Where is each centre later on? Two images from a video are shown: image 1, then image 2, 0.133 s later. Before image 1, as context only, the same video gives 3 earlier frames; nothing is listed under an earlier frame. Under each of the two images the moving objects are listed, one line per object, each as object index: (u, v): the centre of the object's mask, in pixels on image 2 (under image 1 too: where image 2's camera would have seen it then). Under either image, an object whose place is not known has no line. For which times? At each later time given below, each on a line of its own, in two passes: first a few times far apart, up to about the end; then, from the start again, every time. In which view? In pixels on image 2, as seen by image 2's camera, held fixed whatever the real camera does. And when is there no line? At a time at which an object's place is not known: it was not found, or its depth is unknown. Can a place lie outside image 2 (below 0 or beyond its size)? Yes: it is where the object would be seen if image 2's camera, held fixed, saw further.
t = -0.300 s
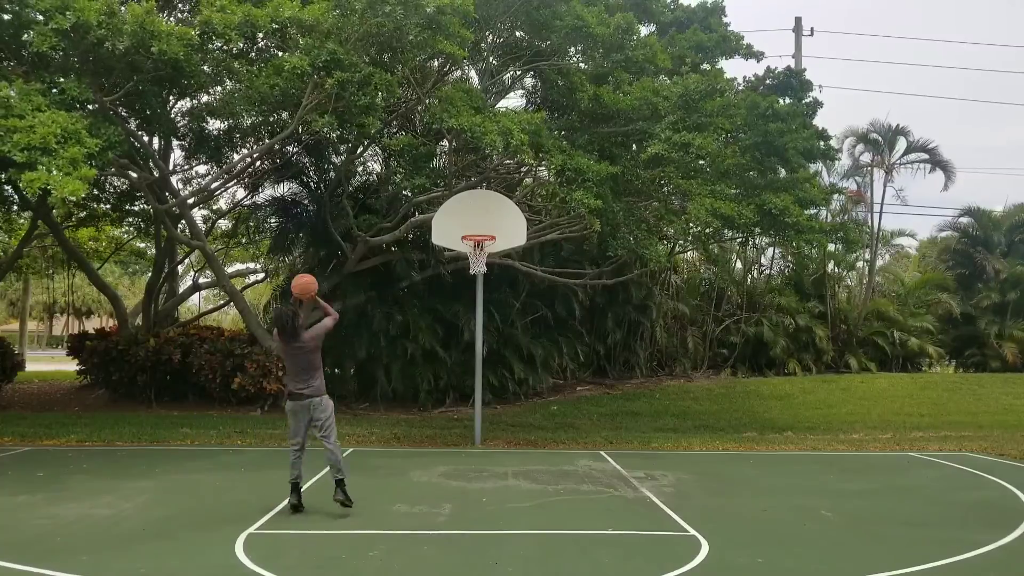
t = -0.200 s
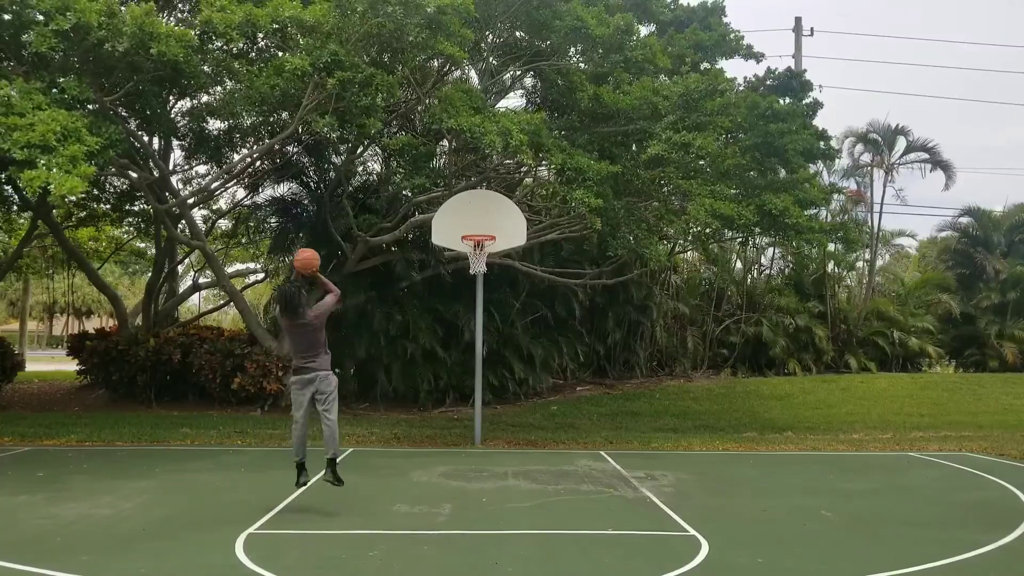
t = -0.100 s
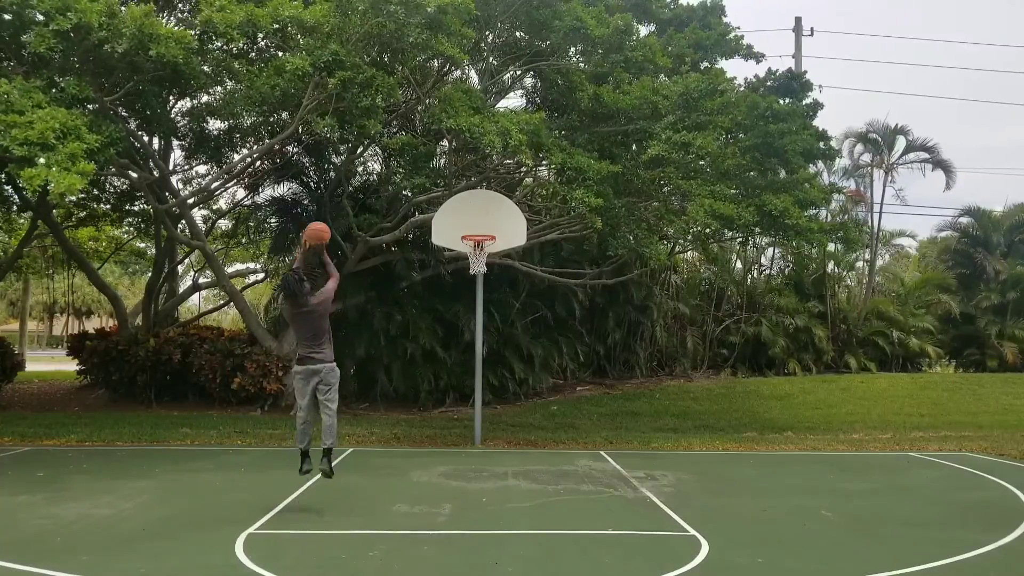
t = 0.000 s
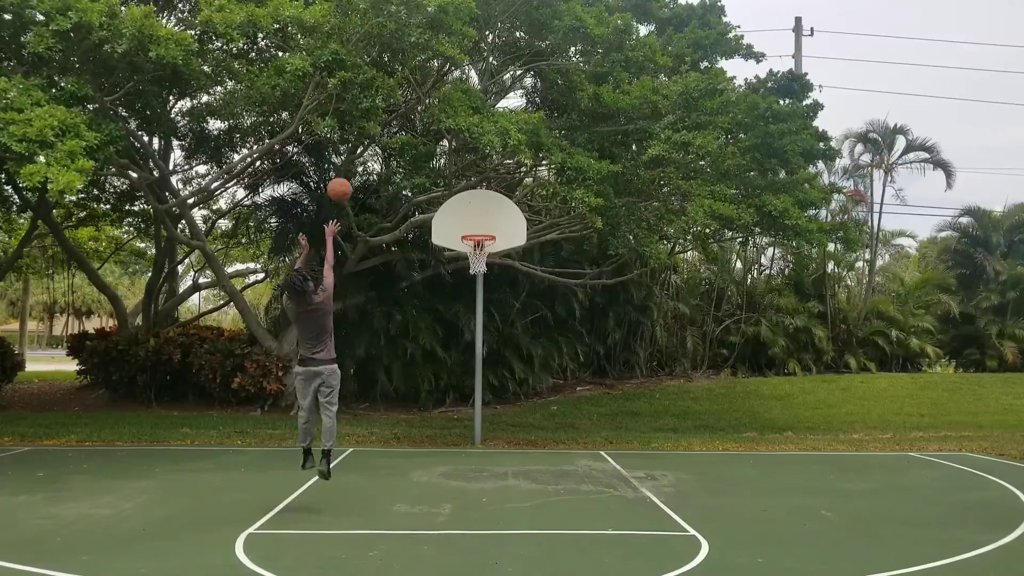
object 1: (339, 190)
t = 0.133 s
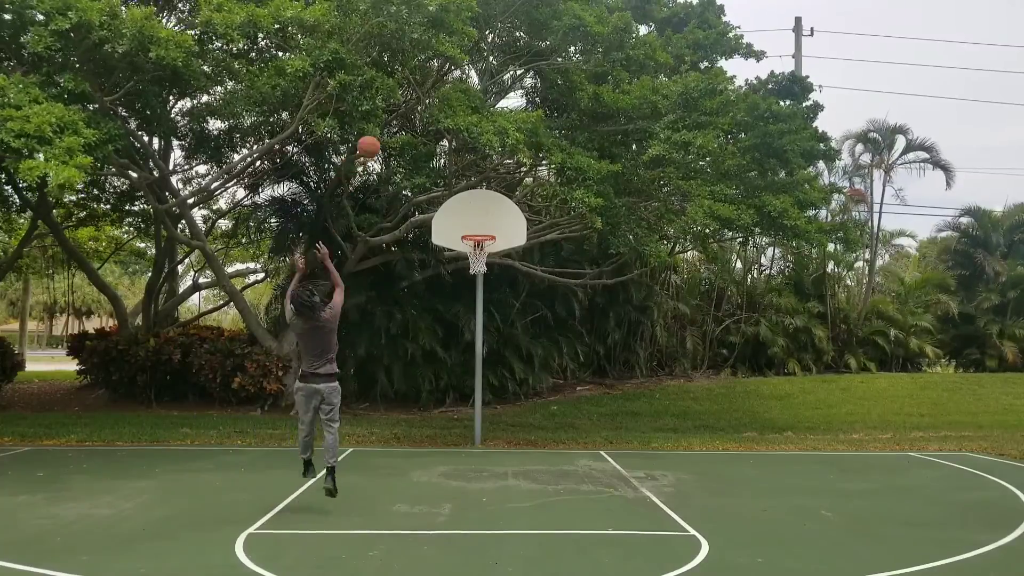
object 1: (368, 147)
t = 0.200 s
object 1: (381, 134)
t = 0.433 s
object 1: (422, 120)
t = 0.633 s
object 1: (451, 144)
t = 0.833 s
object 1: (475, 194)
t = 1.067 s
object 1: (473, 234)
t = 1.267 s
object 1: (490, 251)
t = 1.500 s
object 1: (486, 272)
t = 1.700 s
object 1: (473, 311)
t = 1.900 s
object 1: (462, 379)
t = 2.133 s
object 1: (451, 417)
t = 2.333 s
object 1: (442, 365)
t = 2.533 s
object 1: (433, 339)
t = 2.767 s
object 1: (423, 342)
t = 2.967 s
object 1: (413, 374)
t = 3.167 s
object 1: (405, 434)
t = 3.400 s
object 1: (399, 397)
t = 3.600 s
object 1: (394, 376)
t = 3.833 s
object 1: (389, 385)
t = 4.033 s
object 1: (384, 421)
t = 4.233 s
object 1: (381, 417)
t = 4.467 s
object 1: (378, 398)
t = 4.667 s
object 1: (376, 407)
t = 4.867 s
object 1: (373, 436)
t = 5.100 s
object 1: (372, 411)
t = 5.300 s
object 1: (371, 416)
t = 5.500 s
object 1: (369, 432)
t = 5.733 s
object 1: (370, 419)
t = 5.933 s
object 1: (370, 435)
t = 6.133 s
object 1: (370, 434)
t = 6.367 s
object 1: (370, 434)
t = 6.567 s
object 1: (371, 435)
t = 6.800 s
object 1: (371, 435)
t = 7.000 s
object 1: (371, 435)
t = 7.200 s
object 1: (371, 436)
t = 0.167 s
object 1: (375, 139)
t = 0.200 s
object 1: (381, 134)
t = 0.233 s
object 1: (388, 129)
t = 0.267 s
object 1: (394, 125)
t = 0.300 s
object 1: (400, 122)
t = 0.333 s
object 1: (405, 120)
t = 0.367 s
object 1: (411, 120)
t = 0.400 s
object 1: (416, 120)
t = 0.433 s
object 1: (422, 120)
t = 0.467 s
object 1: (426, 121)
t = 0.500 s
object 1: (432, 125)
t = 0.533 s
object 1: (436, 128)
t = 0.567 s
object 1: (442, 134)
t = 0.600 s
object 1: (446, 139)
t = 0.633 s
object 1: (451, 144)
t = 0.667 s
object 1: (455, 151)
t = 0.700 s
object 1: (459, 158)
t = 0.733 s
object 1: (463, 166)
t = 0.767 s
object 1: (467, 174)
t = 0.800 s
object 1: (471, 184)
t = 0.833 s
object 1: (475, 194)
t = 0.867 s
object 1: (478, 204)
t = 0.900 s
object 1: (482, 215)
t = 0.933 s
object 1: (486, 227)
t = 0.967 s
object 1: (486, 233)
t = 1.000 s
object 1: (476, 233)
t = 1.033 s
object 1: (472, 234)
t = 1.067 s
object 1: (473, 234)
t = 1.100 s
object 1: (478, 241)
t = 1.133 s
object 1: (480, 246)
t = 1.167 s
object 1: (485, 248)
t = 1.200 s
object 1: (490, 248)
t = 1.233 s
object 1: (492, 249)
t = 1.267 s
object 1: (490, 251)
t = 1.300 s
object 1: (491, 252)
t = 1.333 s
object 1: (494, 255)
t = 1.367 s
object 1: (495, 264)
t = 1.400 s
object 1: (493, 265)
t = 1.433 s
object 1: (491, 267)
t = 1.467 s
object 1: (489, 269)
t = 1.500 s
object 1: (486, 272)
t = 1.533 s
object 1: (484, 276)
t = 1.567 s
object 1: (481, 281)
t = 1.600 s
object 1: (479, 288)
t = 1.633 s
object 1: (477, 295)
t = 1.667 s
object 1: (475, 303)
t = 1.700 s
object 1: (473, 311)
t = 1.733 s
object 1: (471, 320)
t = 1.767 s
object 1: (469, 331)
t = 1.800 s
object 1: (468, 341)
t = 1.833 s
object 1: (466, 353)
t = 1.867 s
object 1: (464, 365)
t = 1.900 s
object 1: (462, 379)
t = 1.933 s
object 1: (460, 393)
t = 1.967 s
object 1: (459, 407)
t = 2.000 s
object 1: (457, 422)
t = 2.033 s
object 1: (455, 438)
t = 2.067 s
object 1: (454, 441)
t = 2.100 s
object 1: (452, 429)
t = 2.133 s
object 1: (451, 417)
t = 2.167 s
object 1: (449, 407)
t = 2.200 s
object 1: (447, 397)
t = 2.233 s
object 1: (446, 388)
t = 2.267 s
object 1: (444, 379)
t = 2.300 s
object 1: (443, 372)
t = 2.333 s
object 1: (442, 365)
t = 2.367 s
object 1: (440, 359)
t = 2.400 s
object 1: (439, 353)
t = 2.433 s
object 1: (438, 348)
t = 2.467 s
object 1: (436, 344)
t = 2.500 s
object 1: (434, 342)
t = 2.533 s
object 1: (433, 339)
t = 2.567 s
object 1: (432, 338)
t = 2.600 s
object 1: (430, 336)
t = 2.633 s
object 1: (429, 336)
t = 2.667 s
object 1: (427, 336)
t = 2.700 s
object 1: (426, 337)
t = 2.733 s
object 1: (424, 340)
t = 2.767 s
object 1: (423, 342)
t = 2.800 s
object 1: (421, 345)
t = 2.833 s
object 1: (420, 350)
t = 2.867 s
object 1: (418, 355)
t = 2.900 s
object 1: (417, 360)
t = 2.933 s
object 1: (415, 367)
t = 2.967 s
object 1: (413, 374)
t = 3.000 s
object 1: (412, 382)
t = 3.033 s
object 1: (410, 391)
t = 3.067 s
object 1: (409, 400)
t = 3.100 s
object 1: (407, 410)
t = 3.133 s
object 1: (406, 422)
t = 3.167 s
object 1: (405, 434)
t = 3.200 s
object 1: (403, 445)
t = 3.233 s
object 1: (402, 435)
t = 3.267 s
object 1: (402, 426)
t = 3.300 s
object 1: (401, 417)
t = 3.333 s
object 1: (400, 410)
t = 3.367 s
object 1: (399, 403)
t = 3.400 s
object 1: (399, 397)
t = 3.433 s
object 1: (398, 392)
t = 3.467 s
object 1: (398, 387)
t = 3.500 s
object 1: (397, 384)
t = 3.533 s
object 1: (396, 380)
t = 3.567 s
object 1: (395, 378)
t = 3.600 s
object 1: (394, 376)
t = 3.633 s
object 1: (394, 375)
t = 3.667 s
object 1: (393, 375)
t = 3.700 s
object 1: (392, 376)
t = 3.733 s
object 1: (391, 377)
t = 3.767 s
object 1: (391, 379)
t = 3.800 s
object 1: (390, 382)
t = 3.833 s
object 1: (389, 385)
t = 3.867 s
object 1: (388, 390)
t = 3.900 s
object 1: (387, 394)
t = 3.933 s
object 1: (386, 400)
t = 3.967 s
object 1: (386, 407)
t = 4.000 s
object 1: (384, 414)
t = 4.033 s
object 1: (384, 421)
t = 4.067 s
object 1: (383, 430)
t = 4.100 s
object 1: (382, 440)
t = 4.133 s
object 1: (382, 436)
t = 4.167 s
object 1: (381, 430)
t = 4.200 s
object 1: (381, 423)
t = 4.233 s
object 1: (381, 417)
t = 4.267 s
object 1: (381, 411)
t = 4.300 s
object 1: (380, 407)
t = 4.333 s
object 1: (380, 404)
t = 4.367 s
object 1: (379, 401)
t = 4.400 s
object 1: (379, 399)
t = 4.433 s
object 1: (379, 398)
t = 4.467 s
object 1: (378, 398)
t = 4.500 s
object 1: (378, 398)
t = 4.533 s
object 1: (377, 398)
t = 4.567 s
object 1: (377, 400)
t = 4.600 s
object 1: (376, 402)
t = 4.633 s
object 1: (376, 404)
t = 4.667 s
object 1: (376, 407)
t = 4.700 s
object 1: (375, 412)
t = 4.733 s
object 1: (375, 418)
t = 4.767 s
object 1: (374, 423)
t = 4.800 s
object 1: (373, 430)
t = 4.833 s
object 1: (373, 438)
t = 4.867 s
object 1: (373, 436)
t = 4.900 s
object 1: (373, 430)
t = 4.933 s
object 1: (373, 426)
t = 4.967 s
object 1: (373, 421)
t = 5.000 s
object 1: (373, 418)
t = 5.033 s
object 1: (373, 415)
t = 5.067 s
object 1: (372, 412)
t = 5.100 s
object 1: (372, 411)
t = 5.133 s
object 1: (372, 410)
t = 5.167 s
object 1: (372, 410)
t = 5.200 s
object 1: (372, 411)
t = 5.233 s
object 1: (371, 412)
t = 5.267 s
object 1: (371, 414)
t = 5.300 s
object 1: (371, 416)
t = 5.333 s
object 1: (371, 420)
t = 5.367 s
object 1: (370, 424)
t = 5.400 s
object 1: (370, 429)
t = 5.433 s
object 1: (369, 435)
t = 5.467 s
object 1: (369, 436)
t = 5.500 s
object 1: (369, 432)
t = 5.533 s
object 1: (369, 428)
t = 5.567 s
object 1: (369, 424)
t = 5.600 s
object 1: (370, 422)
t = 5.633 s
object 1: (370, 421)
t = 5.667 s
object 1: (370, 420)
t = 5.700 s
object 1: (370, 419)
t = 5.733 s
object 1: (370, 419)
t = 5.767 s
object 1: (370, 420)
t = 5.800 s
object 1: (370, 421)
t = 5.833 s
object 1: (370, 423)
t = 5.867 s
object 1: (370, 426)
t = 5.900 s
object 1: (370, 430)
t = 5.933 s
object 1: (370, 435)
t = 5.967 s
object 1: (370, 436)
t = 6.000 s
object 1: (370, 435)
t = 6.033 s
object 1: (370, 435)
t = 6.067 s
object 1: (370, 434)
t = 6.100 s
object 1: (370, 434)
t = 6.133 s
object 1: (370, 434)
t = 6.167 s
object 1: (370, 434)
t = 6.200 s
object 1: (370, 435)
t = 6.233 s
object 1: (370, 435)
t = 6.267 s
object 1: (370, 435)
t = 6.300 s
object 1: (370, 435)
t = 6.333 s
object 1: (370, 435)
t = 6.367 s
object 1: (370, 434)
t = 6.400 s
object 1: (370, 435)
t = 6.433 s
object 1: (370, 434)
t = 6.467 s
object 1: (371, 434)
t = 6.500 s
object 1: (371, 434)
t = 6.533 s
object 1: (370, 435)
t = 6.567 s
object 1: (371, 435)
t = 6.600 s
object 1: (371, 434)
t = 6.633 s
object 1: (371, 435)
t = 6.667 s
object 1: (371, 434)
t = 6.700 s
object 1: (371, 435)
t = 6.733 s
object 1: (371, 435)
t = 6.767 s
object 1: (371, 435)
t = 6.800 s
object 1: (371, 435)
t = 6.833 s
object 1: (371, 435)
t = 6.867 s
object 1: (371, 435)
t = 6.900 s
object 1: (371, 435)
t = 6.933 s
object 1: (371, 436)
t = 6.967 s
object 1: (371, 435)
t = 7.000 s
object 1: (371, 435)
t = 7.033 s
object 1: (371, 435)
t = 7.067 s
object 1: (371, 436)
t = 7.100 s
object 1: (371, 435)
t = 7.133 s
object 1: (371, 436)
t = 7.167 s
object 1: (371, 435)
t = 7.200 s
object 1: (371, 436)
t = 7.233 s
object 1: (371, 436)
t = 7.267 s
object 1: (371, 436)
